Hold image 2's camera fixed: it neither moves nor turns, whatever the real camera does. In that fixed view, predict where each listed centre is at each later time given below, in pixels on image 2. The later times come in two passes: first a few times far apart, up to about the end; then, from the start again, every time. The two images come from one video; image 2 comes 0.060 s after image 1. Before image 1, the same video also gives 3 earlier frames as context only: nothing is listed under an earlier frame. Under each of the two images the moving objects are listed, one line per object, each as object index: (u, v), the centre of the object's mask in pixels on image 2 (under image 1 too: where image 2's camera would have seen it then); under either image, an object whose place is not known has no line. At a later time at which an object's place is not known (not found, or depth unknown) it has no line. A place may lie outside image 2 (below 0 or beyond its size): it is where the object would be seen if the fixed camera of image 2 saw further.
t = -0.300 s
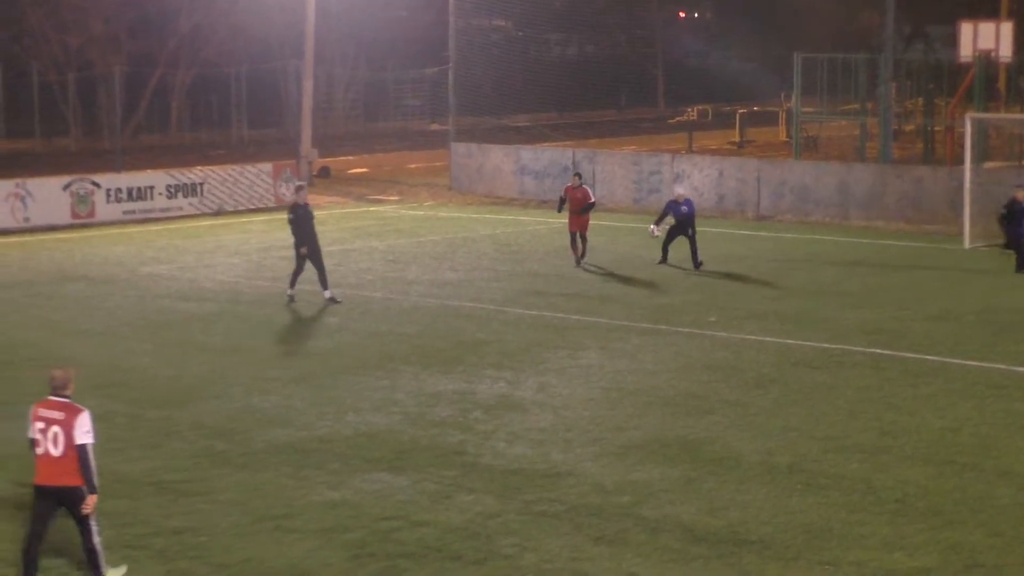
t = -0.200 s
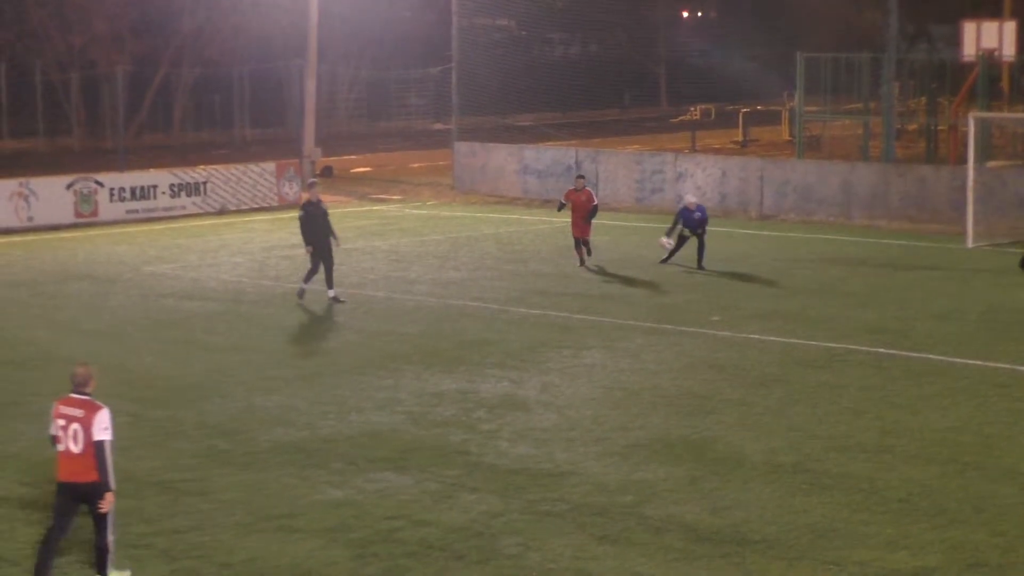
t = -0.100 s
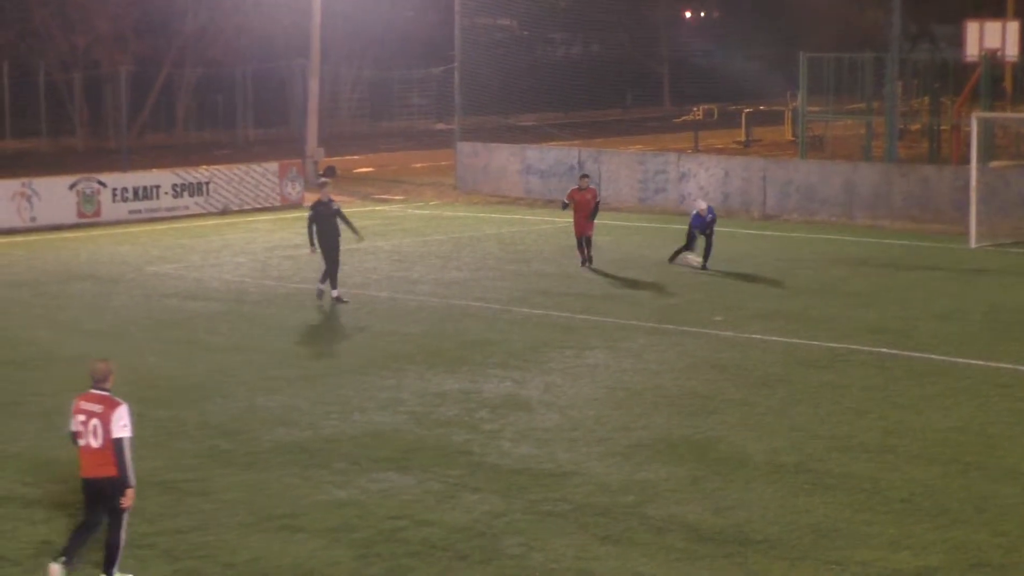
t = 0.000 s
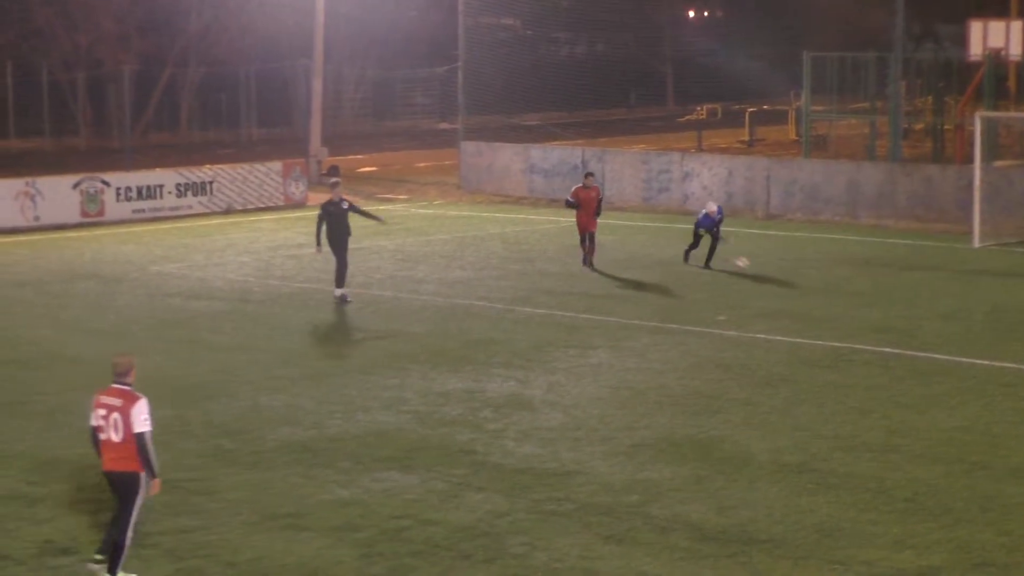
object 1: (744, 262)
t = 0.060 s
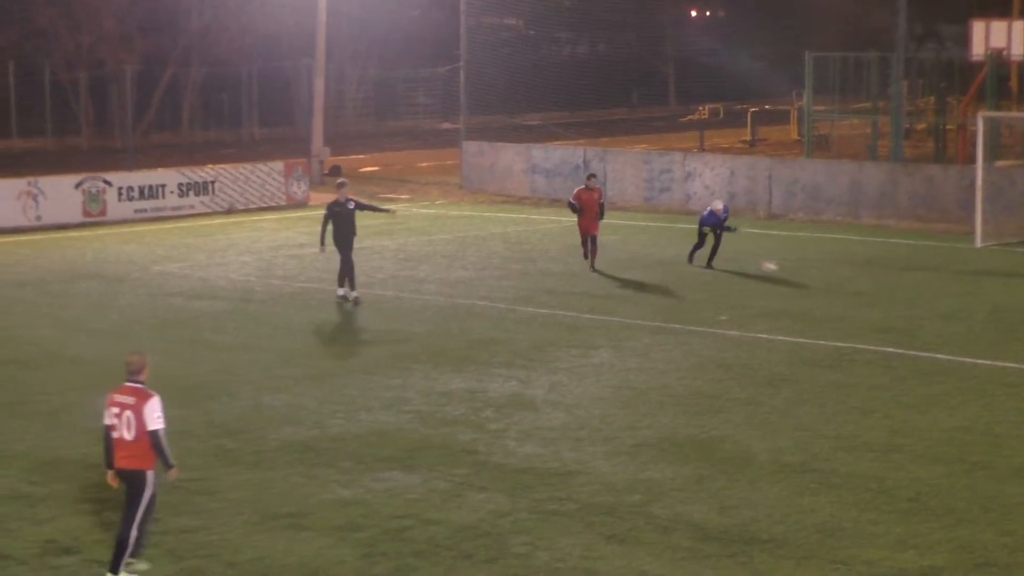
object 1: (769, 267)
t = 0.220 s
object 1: (838, 278)
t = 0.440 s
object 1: (925, 292)
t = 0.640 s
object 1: (996, 299)
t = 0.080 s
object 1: (779, 268)
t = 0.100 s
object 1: (789, 270)
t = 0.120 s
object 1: (796, 273)
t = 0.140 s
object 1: (806, 275)
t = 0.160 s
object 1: (815, 278)
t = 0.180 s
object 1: (822, 279)
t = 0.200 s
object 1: (830, 278)
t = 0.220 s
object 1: (838, 278)
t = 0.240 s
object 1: (845, 277)
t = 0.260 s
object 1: (853, 278)
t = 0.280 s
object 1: (860, 278)
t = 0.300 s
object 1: (869, 279)
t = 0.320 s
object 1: (876, 281)
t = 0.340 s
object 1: (885, 282)
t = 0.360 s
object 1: (893, 283)
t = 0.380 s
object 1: (901, 284)
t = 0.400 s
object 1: (909, 287)
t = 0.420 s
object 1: (918, 289)
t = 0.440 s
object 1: (925, 292)
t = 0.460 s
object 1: (934, 295)
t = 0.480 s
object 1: (941, 295)
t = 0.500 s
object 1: (947, 294)
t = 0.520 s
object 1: (955, 294)
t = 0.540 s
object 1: (962, 294)
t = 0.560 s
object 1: (968, 295)
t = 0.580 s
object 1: (975, 295)
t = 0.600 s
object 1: (981, 296)
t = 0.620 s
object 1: (989, 298)
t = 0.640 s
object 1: (996, 299)
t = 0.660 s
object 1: (1002, 301)
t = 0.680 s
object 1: (1005, 303)
